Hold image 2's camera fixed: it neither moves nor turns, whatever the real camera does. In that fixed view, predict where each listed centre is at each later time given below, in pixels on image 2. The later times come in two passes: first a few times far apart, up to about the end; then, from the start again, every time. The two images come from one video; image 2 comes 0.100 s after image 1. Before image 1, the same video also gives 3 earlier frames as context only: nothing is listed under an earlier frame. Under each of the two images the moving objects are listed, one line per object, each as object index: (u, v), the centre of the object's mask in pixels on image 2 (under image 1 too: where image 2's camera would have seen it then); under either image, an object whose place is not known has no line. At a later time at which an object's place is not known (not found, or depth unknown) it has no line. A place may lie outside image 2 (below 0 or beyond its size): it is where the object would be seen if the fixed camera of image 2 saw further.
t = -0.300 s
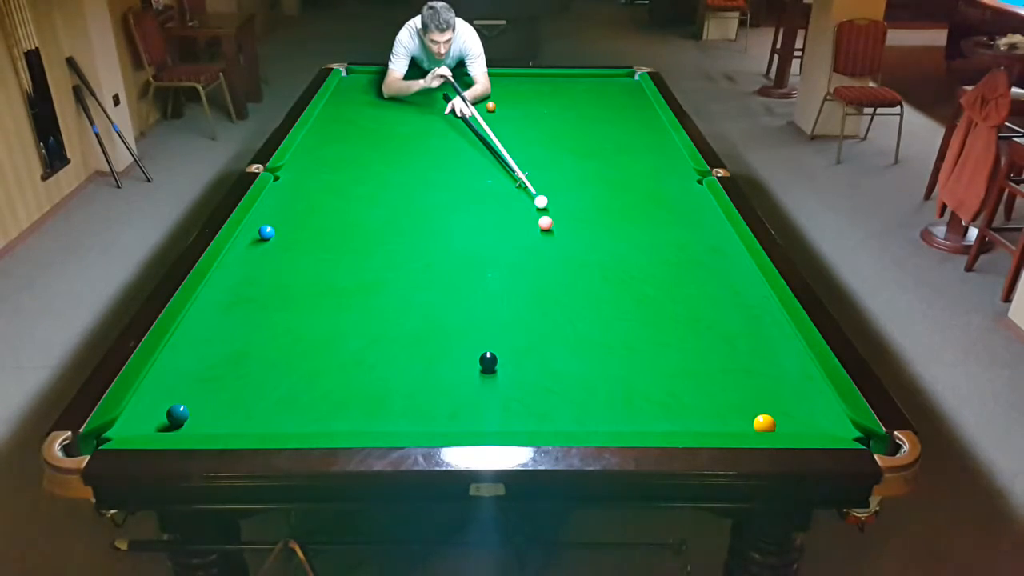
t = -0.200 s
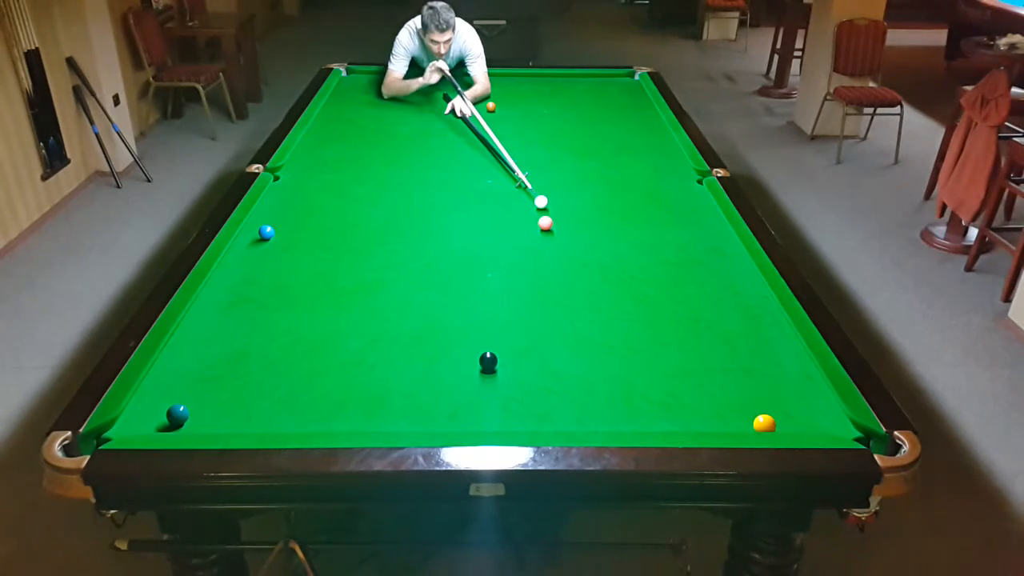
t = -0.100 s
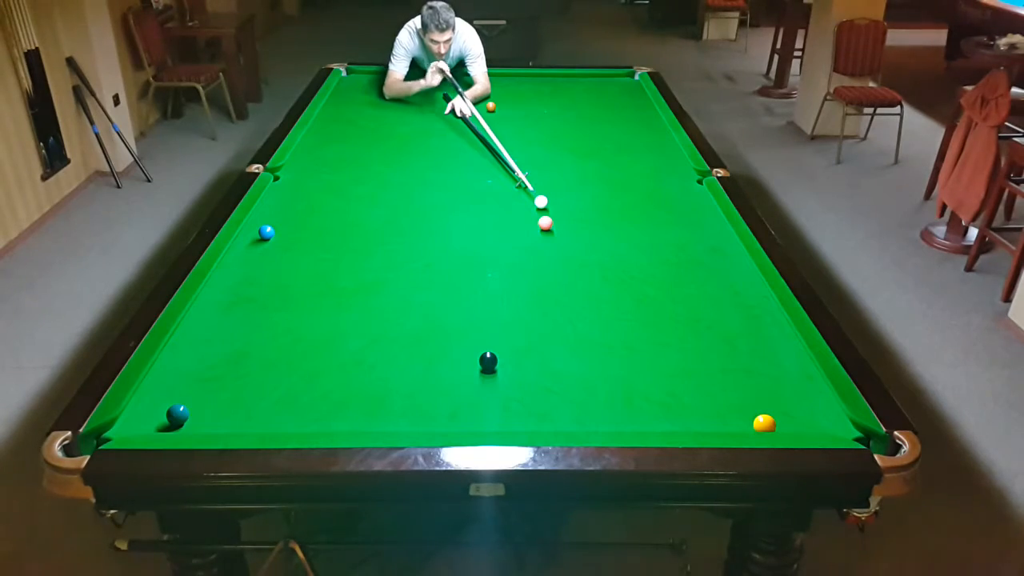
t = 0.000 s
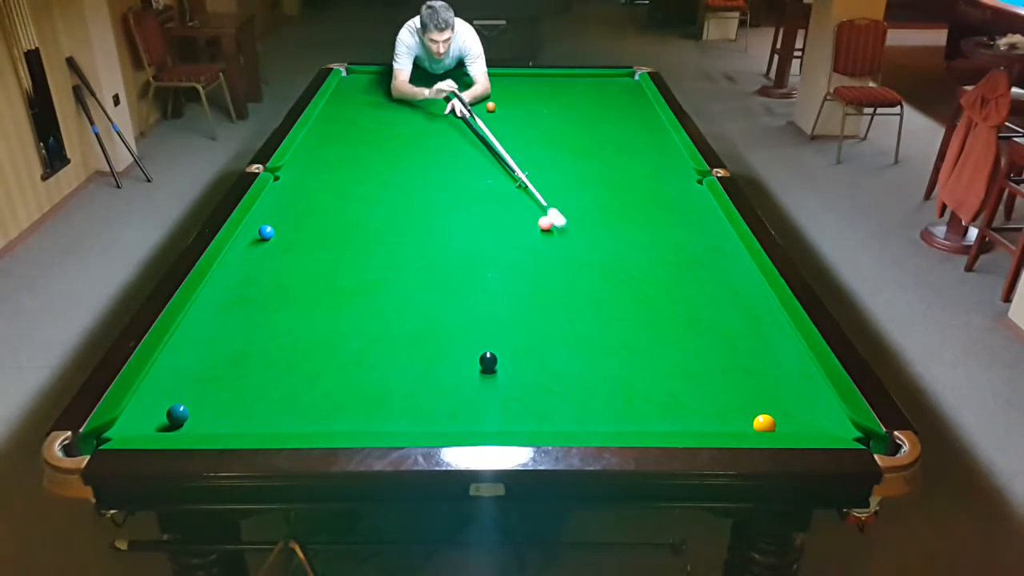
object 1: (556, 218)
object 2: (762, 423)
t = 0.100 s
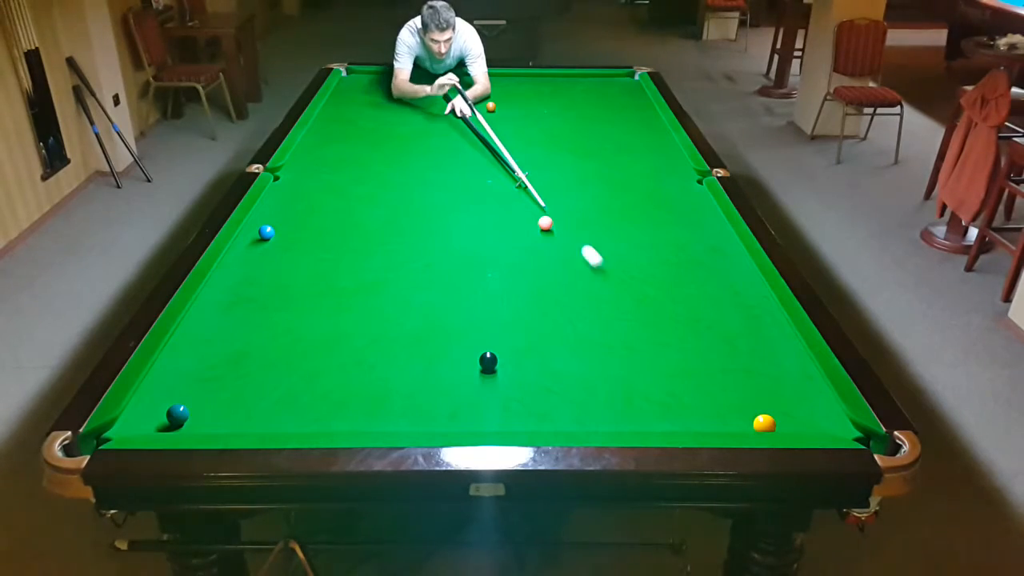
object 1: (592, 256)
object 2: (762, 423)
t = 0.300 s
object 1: (677, 348)
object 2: (762, 423)
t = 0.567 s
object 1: (709, 402)
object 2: (806, 405)
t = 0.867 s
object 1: (672, 360)
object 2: (770, 361)
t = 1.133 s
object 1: (651, 333)
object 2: (716, 330)
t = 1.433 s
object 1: (631, 307)
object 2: (666, 300)
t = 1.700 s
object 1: (615, 288)
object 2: (629, 278)
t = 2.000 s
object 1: (601, 270)
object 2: (593, 256)
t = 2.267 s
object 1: (589, 256)
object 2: (566, 241)
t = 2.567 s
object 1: (578, 243)
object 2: (539, 228)
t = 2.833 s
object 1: (569, 233)
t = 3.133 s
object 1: (561, 223)
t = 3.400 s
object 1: (554, 215)
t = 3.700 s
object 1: (548, 208)
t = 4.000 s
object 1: (543, 202)
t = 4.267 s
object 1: (539, 197)
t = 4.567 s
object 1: (536, 193)
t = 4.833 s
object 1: (534, 190)
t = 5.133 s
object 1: (532, 188)
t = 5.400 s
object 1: (530, 186)
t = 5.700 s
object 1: (530, 186)
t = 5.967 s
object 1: (530, 186)
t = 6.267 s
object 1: (530, 186)
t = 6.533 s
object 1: (530, 186)
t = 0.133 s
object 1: (604, 270)
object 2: (762, 423)
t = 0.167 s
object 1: (618, 284)
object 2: (762, 423)
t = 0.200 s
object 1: (632, 299)
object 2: (762, 423)
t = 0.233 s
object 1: (646, 315)
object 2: (762, 423)
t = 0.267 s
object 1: (662, 331)
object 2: (762, 423)
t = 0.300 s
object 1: (677, 348)
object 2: (762, 423)
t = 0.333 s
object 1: (694, 366)
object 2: (762, 423)
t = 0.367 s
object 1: (712, 384)
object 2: (762, 423)
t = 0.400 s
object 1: (730, 404)
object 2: (762, 423)
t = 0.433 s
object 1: (741, 420)
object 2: (767, 424)
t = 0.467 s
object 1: (732, 424)
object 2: (785, 422)
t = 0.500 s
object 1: (724, 418)
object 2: (793, 416)
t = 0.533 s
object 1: (716, 409)
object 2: (800, 410)
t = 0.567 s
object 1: (709, 402)
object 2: (806, 405)
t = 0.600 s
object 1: (702, 395)
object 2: (812, 399)
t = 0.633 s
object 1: (697, 389)
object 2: (817, 394)
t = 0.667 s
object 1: (692, 384)
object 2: (819, 389)
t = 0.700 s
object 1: (688, 379)
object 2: (809, 384)
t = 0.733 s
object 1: (685, 375)
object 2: (801, 380)
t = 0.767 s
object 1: (682, 371)
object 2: (793, 375)
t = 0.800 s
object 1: (678, 367)
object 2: (785, 370)
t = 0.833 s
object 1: (675, 363)
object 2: (777, 366)
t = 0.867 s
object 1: (672, 360)
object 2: (770, 361)
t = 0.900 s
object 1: (669, 356)
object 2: (763, 357)
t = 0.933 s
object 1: (667, 352)
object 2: (756, 353)
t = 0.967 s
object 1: (664, 349)
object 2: (749, 349)
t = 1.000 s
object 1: (661, 346)
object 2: (742, 345)
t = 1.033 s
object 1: (659, 342)
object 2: (735, 341)
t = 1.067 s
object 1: (656, 339)
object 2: (728, 337)
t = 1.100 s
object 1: (653, 336)
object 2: (722, 334)
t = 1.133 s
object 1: (651, 333)
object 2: (716, 330)
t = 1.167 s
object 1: (649, 329)
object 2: (710, 326)
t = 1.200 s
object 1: (646, 326)
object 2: (704, 323)
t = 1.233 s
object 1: (644, 323)
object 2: (698, 319)
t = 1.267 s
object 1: (642, 321)
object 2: (693, 316)
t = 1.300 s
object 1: (639, 318)
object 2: (687, 313)
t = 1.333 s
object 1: (637, 315)
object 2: (682, 310)
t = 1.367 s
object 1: (635, 312)
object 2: (676, 306)
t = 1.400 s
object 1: (633, 310)
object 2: (671, 303)
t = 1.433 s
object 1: (631, 307)
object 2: (666, 300)
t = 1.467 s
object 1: (629, 304)
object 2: (661, 297)
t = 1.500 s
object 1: (627, 302)
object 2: (656, 295)
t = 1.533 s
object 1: (625, 300)
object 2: (651, 292)
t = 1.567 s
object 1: (623, 297)
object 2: (647, 289)
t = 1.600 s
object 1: (621, 295)
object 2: (642, 286)
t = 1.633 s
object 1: (619, 293)
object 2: (637, 283)
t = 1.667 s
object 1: (617, 290)
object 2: (633, 281)
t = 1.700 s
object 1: (615, 288)
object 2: (629, 278)
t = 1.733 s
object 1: (614, 286)
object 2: (624, 275)
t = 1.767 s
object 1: (612, 284)
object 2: (621, 272)
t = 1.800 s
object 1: (610, 282)
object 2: (617, 270)
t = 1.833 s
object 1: (609, 280)
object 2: (612, 267)
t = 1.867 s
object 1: (607, 278)
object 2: (608, 264)
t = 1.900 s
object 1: (605, 276)
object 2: (604, 262)
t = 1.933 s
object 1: (604, 274)
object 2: (600, 260)
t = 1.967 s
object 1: (602, 272)
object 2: (596, 258)
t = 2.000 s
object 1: (601, 270)
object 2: (593, 256)
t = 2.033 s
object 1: (599, 268)
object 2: (589, 254)
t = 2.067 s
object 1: (598, 267)
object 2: (586, 252)
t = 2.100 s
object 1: (596, 265)
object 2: (582, 251)
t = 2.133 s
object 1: (595, 263)
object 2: (579, 248)
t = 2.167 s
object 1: (593, 261)
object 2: (575, 246)
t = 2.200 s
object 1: (592, 260)
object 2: (572, 245)
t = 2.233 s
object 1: (590, 258)
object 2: (569, 242)
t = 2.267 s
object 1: (589, 256)
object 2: (566, 241)
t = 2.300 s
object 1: (588, 255)
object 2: (562, 239)
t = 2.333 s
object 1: (586, 253)
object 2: (559, 237)
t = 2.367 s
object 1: (585, 252)
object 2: (556, 235)
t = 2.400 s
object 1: (584, 250)
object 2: (553, 233)
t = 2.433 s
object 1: (583, 249)
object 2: (550, 231)
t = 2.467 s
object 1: (582, 247)
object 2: (548, 230)
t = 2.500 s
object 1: (580, 246)
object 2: (545, 229)
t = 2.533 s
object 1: (579, 245)
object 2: (542, 228)
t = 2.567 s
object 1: (578, 243)
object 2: (539, 228)
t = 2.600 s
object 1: (577, 242)
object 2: (537, 227)
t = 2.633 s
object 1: (576, 240)
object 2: (534, 227)
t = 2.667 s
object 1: (575, 239)
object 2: (532, 227)
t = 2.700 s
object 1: (573, 238)
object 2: (529, 226)
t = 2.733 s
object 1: (572, 236)
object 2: (527, 226)
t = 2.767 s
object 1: (571, 235)
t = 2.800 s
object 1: (570, 234)
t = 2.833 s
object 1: (569, 233)
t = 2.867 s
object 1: (568, 232)
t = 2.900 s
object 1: (567, 230)
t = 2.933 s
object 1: (566, 229)
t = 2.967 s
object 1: (566, 228)
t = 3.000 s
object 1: (565, 227)
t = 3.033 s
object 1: (564, 226)
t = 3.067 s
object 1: (563, 225)
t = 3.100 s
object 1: (562, 224)
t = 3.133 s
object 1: (561, 223)
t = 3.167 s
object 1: (560, 222)
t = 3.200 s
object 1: (559, 221)
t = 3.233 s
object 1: (559, 220)
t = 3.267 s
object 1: (558, 219)
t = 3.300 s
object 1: (557, 218)
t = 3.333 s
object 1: (556, 217)
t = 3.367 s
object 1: (555, 216)
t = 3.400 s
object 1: (554, 215)
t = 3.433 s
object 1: (554, 214)
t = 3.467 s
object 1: (553, 213)
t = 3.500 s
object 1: (552, 213)
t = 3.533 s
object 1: (552, 212)
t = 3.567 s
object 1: (551, 211)
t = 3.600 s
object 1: (550, 210)
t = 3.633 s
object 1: (549, 210)
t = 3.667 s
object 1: (549, 209)
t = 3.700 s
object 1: (548, 208)
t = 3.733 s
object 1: (547, 207)
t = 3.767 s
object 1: (547, 207)
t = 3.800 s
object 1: (546, 206)
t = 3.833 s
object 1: (545, 205)
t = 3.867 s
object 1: (545, 205)
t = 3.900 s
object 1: (544, 204)
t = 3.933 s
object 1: (544, 203)
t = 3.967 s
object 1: (543, 203)
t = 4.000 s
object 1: (543, 202)
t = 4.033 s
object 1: (542, 201)
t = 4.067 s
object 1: (542, 201)
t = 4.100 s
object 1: (541, 200)
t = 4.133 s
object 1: (541, 200)
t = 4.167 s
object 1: (540, 199)
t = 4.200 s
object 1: (540, 198)
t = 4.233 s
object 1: (539, 198)
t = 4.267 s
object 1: (539, 197)
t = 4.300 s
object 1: (538, 197)
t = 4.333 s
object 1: (538, 196)
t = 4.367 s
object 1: (538, 196)
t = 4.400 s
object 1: (537, 195)
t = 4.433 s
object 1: (537, 195)
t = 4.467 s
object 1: (537, 195)
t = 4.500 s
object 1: (536, 194)
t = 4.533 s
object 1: (536, 194)
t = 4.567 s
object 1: (536, 193)
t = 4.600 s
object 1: (536, 193)
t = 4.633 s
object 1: (535, 192)
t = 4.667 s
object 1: (535, 192)
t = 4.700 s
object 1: (535, 191)
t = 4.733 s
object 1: (534, 191)
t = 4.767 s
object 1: (534, 191)
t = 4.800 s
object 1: (534, 190)
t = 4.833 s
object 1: (534, 190)
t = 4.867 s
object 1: (533, 190)
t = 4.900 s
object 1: (533, 189)
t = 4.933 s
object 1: (533, 189)
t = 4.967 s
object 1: (533, 189)
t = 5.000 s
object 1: (532, 189)
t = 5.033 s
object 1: (532, 188)
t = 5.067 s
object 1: (532, 188)
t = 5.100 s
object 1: (532, 188)
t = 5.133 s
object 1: (532, 188)
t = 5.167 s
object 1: (531, 187)
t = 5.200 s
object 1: (531, 187)
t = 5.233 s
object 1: (531, 187)
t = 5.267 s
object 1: (531, 187)
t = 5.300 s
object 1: (531, 187)
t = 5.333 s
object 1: (531, 186)
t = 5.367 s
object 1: (531, 186)
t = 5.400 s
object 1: (530, 186)
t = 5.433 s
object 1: (530, 186)
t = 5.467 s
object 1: (530, 186)
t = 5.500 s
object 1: (530, 186)
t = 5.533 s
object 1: (530, 186)
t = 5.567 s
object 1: (530, 186)
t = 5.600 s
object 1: (530, 186)
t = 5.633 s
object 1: (530, 186)
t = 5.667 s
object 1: (530, 186)
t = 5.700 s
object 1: (530, 186)
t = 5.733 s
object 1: (530, 186)
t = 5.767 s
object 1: (530, 186)
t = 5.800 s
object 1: (530, 186)
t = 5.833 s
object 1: (530, 186)
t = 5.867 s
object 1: (530, 186)
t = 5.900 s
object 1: (530, 186)
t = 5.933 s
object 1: (530, 186)
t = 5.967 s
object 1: (530, 186)
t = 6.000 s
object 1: (530, 186)
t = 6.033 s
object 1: (530, 186)
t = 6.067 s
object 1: (530, 186)
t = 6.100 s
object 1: (530, 186)
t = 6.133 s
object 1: (530, 186)
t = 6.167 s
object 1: (530, 186)
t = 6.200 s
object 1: (530, 186)
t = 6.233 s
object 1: (530, 186)
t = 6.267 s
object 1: (530, 186)
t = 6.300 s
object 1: (530, 186)
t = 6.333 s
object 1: (530, 186)
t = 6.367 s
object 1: (530, 186)
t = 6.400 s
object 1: (530, 186)
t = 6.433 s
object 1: (530, 186)
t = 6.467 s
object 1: (530, 186)
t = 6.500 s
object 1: (530, 186)
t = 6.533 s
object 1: (530, 186)
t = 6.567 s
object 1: (530, 186)
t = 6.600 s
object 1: (530, 186)
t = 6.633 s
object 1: (530, 186)
